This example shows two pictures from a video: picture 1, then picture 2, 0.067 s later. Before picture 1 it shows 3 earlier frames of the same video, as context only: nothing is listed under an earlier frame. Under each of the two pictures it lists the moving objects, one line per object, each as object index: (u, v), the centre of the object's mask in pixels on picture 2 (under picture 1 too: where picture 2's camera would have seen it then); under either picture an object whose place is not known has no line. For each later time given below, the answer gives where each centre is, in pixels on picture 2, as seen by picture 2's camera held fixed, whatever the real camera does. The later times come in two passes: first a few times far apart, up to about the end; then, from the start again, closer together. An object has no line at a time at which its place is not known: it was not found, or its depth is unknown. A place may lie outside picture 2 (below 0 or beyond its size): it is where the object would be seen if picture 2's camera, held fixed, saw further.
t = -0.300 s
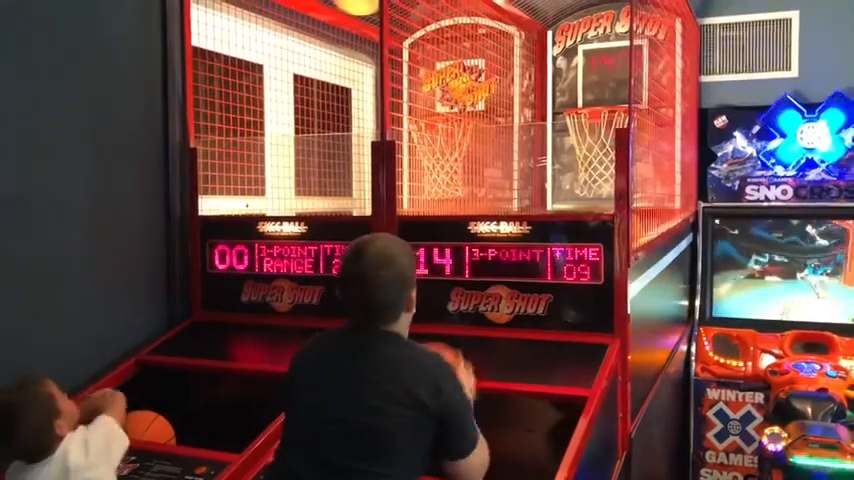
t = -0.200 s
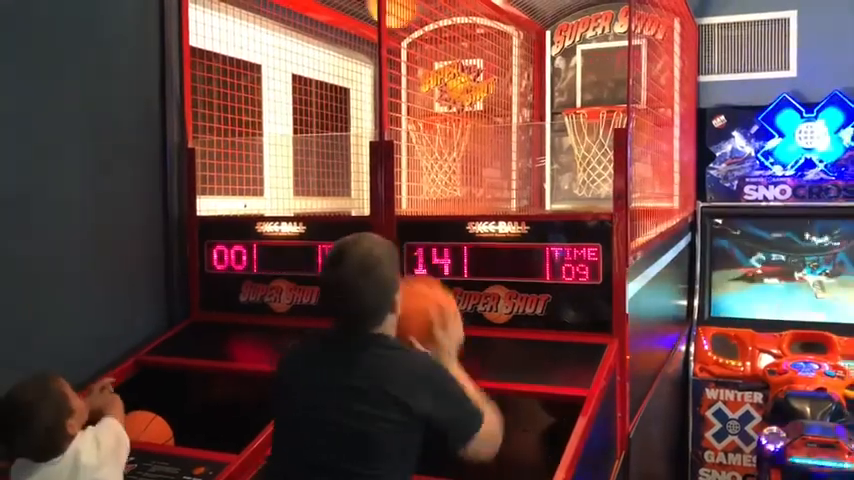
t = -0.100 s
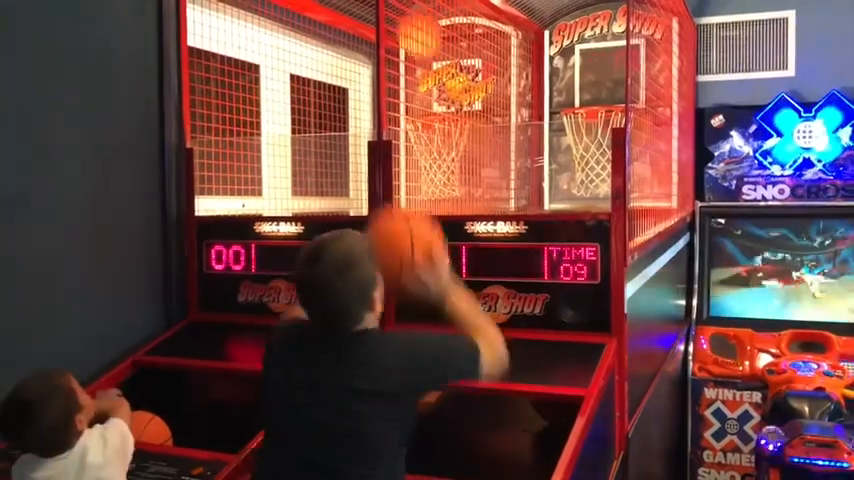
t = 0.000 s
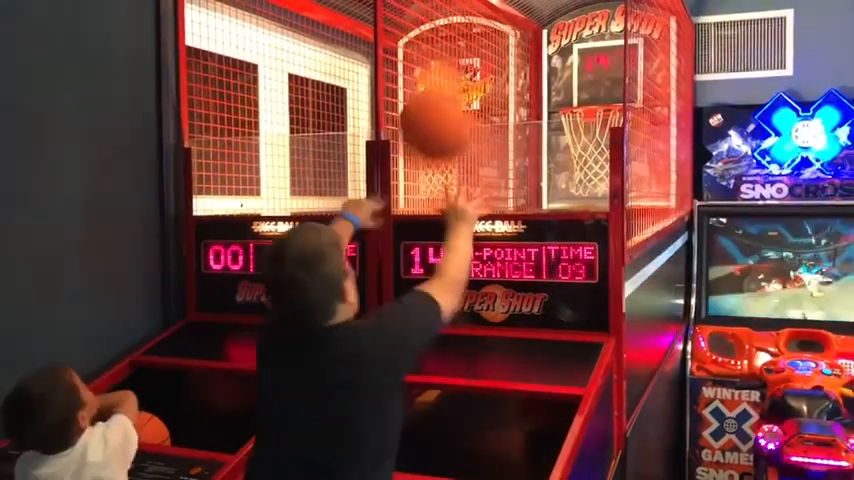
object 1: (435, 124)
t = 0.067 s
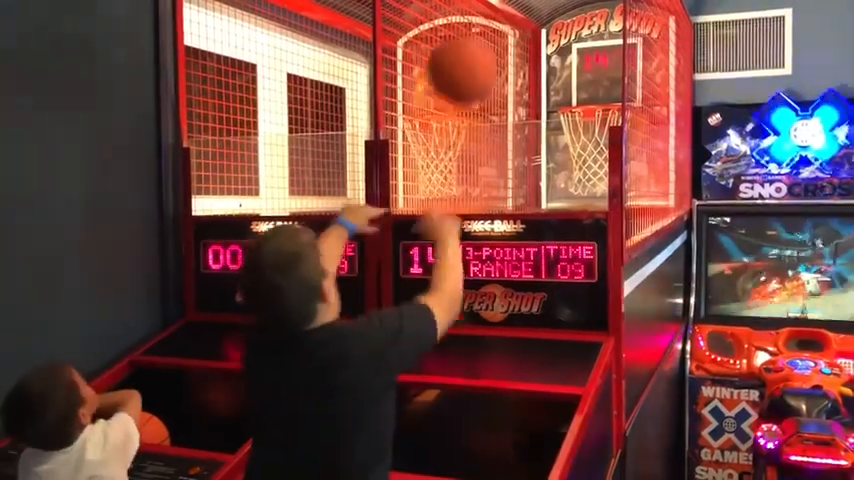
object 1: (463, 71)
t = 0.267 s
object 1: (522, 21)
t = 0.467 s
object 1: (563, 62)
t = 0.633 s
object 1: (565, 128)
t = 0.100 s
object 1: (473, 52)
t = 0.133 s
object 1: (486, 35)
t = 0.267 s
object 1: (522, 21)
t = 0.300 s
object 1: (530, 22)
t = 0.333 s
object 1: (538, 25)
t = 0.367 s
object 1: (544, 29)
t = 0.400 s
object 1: (550, 37)
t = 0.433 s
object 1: (557, 48)
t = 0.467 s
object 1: (563, 62)
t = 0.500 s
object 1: (569, 77)
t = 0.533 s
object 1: (572, 91)
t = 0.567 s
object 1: (577, 106)
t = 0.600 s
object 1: (571, 116)
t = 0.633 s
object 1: (565, 128)
